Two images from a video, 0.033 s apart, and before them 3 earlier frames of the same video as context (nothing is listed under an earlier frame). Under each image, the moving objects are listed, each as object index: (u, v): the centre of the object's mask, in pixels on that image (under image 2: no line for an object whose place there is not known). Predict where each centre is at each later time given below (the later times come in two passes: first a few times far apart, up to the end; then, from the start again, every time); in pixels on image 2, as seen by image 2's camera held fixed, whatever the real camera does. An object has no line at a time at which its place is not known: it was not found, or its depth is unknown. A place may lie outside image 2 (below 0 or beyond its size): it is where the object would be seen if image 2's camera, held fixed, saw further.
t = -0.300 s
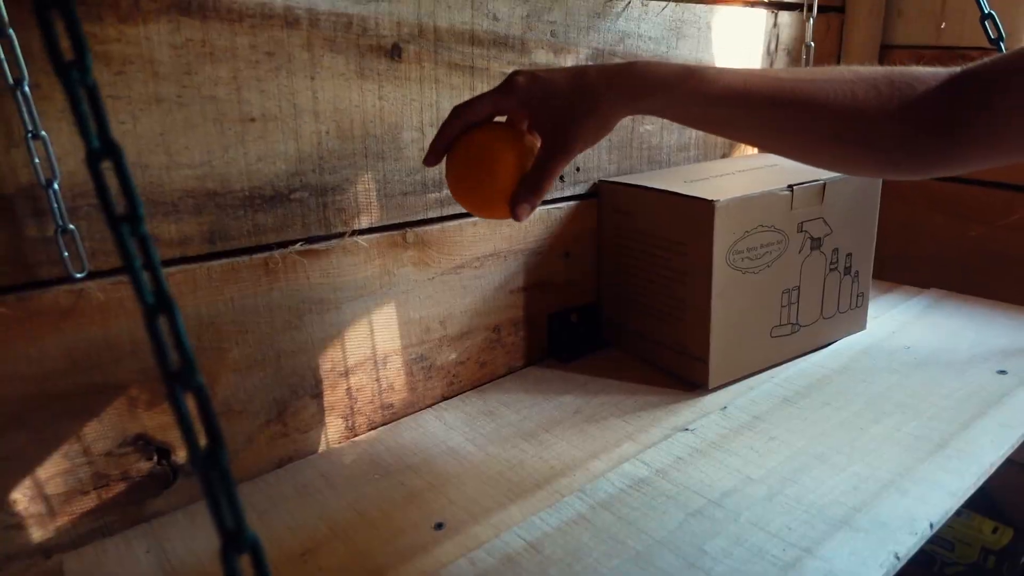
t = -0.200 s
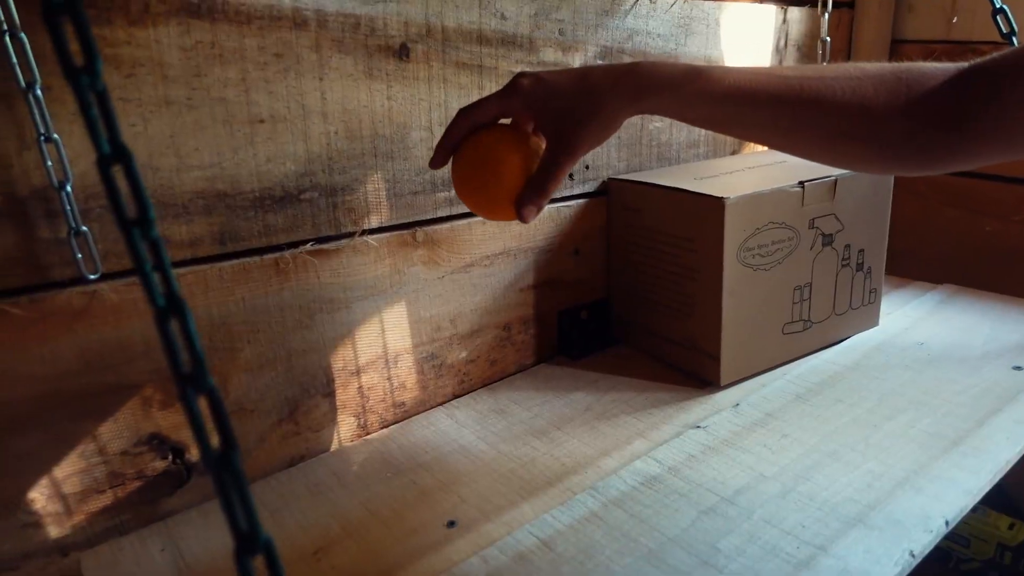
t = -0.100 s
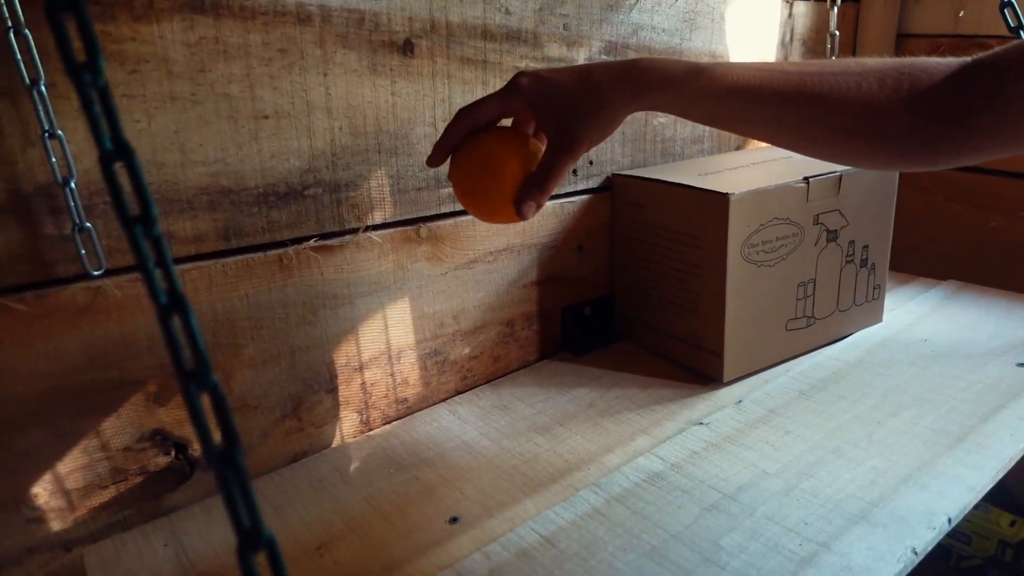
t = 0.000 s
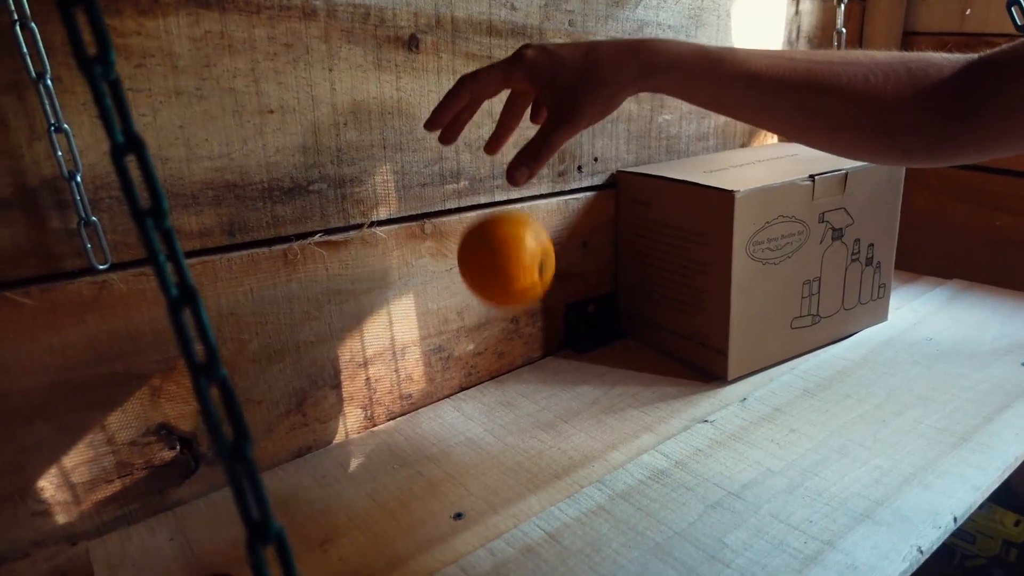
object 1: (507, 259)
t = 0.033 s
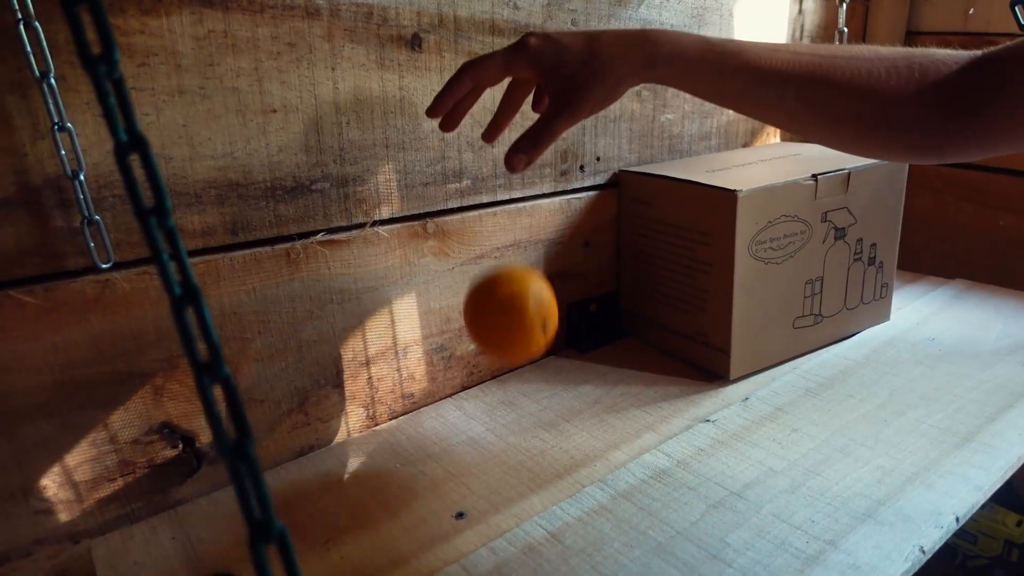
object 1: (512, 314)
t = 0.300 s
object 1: (527, 396)
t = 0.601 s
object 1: (538, 394)
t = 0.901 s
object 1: (543, 390)
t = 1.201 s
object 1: (542, 391)
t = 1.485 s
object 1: (543, 391)
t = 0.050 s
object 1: (514, 343)
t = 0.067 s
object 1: (515, 376)
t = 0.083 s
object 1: (517, 415)
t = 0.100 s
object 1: (516, 411)
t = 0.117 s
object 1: (517, 402)
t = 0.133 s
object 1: (517, 396)
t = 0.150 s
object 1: (518, 393)
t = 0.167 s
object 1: (519, 392)
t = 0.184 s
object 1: (520, 394)
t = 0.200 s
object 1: (522, 400)
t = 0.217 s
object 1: (524, 402)
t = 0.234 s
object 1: (524, 399)
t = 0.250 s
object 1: (525, 398)
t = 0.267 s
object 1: (525, 398)
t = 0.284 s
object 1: (527, 397)
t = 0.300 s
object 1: (527, 396)
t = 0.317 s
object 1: (528, 395)
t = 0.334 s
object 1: (528, 395)
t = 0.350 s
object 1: (528, 394)
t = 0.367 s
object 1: (529, 394)
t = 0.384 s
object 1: (530, 394)
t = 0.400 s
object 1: (530, 394)
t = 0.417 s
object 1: (530, 394)
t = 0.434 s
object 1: (531, 394)
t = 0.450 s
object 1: (532, 394)
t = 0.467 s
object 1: (532, 394)
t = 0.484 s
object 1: (533, 394)
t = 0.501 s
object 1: (534, 394)
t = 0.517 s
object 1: (534, 394)
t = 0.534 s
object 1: (535, 394)
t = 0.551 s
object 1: (536, 394)
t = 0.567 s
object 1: (536, 394)
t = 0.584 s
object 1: (537, 394)
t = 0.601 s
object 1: (538, 394)
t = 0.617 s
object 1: (539, 394)
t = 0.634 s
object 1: (541, 394)
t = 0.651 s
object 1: (541, 393)
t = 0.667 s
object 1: (542, 393)
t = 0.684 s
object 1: (543, 393)
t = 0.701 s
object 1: (543, 392)
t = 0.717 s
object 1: (543, 392)
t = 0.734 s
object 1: (543, 392)
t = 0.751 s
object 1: (542, 391)
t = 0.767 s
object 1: (542, 391)
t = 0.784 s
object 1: (542, 391)
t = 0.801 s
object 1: (542, 391)
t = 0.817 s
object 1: (542, 390)
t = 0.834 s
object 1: (543, 390)
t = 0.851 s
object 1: (543, 390)
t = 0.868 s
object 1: (543, 390)
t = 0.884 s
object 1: (543, 391)
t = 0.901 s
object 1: (543, 390)
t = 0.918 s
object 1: (543, 391)
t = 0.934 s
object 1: (543, 391)
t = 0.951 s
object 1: (543, 391)
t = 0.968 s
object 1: (543, 391)
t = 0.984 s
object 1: (542, 391)
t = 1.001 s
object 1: (542, 391)
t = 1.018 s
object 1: (542, 391)
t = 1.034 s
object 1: (542, 391)
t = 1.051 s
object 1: (542, 391)
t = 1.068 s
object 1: (542, 391)
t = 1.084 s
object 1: (542, 391)
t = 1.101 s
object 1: (542, 392)
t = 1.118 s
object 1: (542, 391)
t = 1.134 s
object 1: (542, 391)
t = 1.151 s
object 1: (542, 391)
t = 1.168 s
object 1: (542, 391)
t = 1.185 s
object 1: (542, 391)
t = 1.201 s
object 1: (542, 391)
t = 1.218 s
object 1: (542, 391)
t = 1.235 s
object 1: (542, 391)
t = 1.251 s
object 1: (542, 391)
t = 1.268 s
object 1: (542, 391)
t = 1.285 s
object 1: (542, 391)
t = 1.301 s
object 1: (542, 391)
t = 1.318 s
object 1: (542, 391)
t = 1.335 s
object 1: (542, 391)
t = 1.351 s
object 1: (542, 391)
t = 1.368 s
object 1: (542, 391)
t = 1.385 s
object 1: (542, 391)
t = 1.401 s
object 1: (542, 391)
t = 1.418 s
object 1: (542, 391)
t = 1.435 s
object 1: (542, 391)
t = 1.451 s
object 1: (542, 391)
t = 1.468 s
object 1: (542, 391)
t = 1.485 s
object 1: (543, 391)
